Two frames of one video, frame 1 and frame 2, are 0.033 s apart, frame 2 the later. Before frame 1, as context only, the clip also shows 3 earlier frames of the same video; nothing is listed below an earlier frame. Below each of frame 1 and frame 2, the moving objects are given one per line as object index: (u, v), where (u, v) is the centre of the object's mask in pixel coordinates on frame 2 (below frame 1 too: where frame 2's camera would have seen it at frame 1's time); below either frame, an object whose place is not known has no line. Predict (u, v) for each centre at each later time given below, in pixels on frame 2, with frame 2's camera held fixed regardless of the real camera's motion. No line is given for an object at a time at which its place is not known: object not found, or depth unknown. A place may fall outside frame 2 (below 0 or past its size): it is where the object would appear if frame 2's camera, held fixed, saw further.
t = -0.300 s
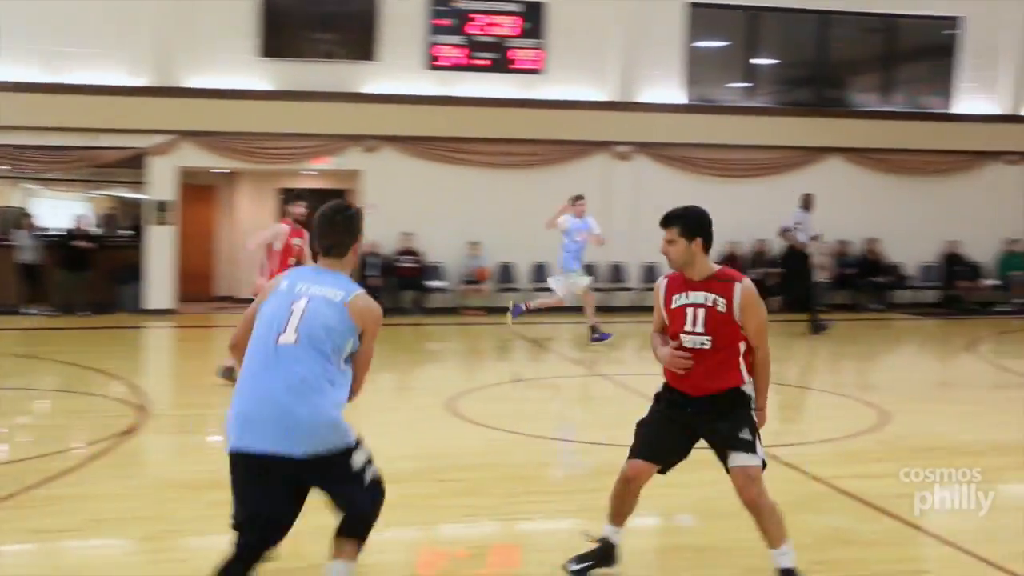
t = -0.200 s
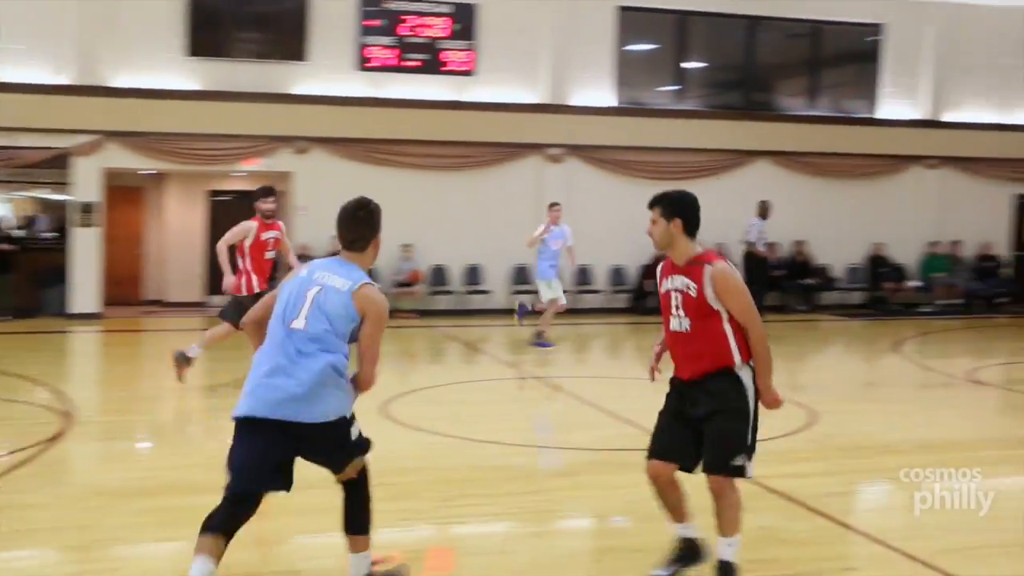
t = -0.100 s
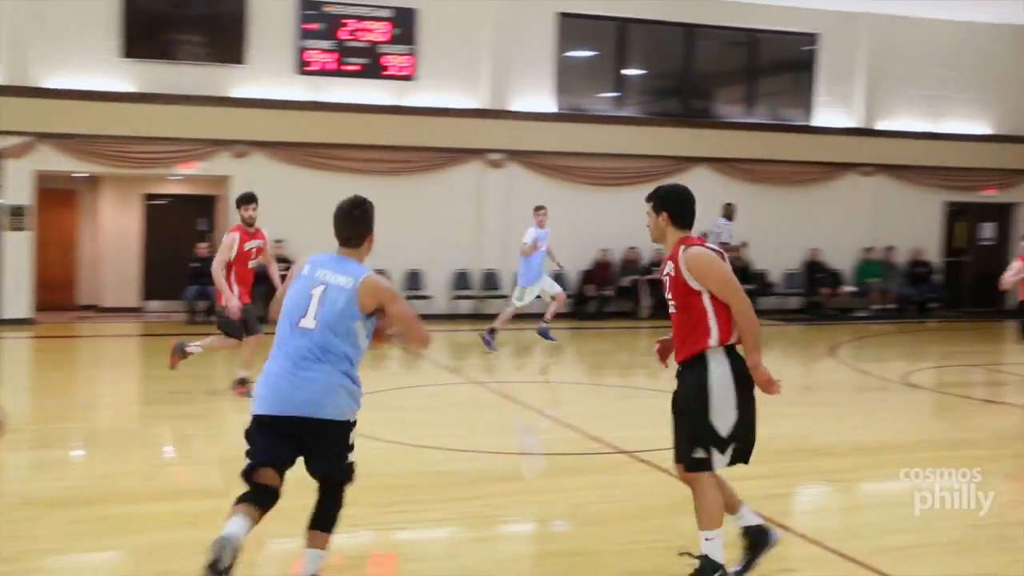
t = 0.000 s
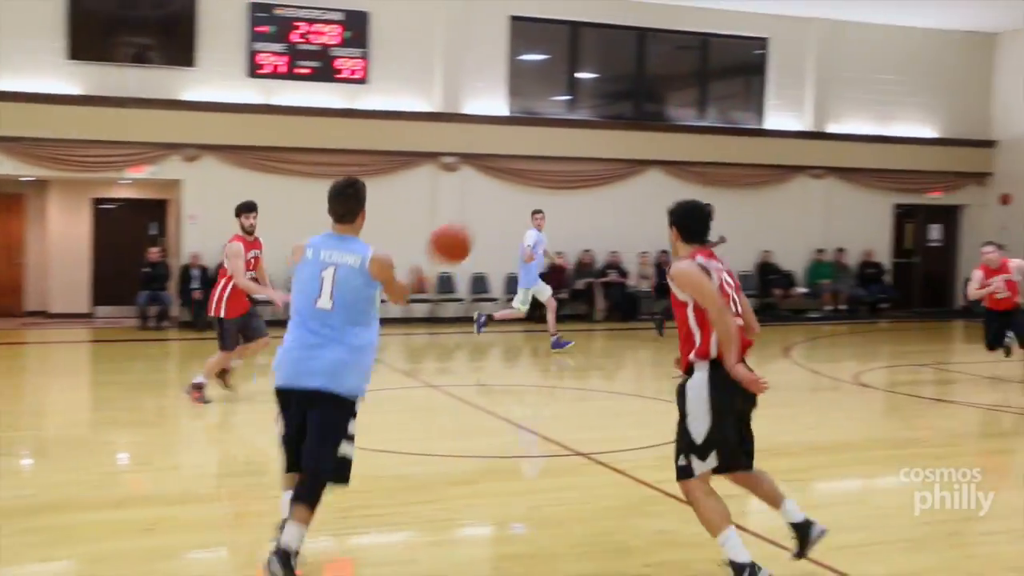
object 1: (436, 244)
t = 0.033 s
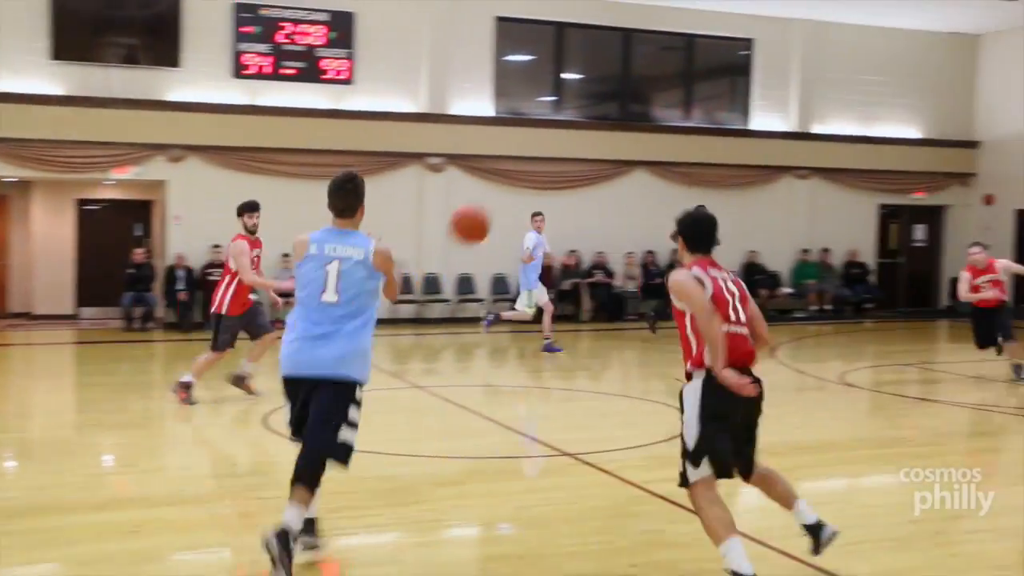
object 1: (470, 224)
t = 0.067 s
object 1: (500, 209)
